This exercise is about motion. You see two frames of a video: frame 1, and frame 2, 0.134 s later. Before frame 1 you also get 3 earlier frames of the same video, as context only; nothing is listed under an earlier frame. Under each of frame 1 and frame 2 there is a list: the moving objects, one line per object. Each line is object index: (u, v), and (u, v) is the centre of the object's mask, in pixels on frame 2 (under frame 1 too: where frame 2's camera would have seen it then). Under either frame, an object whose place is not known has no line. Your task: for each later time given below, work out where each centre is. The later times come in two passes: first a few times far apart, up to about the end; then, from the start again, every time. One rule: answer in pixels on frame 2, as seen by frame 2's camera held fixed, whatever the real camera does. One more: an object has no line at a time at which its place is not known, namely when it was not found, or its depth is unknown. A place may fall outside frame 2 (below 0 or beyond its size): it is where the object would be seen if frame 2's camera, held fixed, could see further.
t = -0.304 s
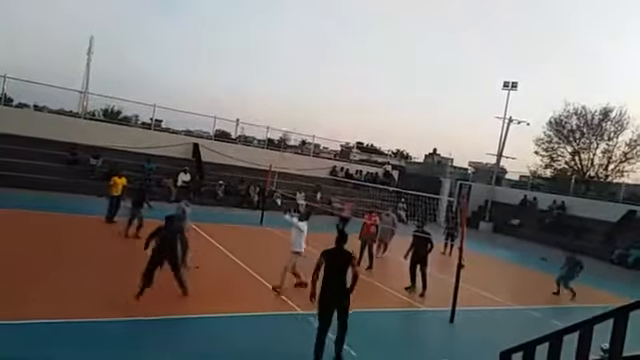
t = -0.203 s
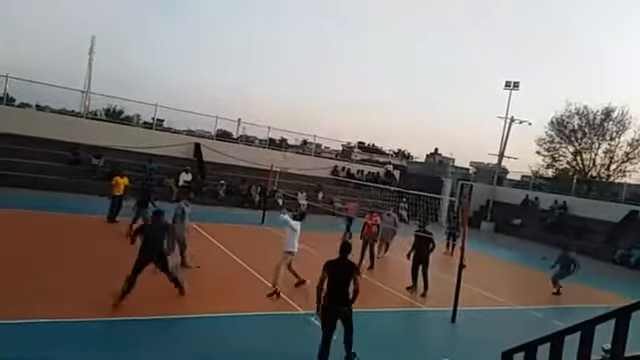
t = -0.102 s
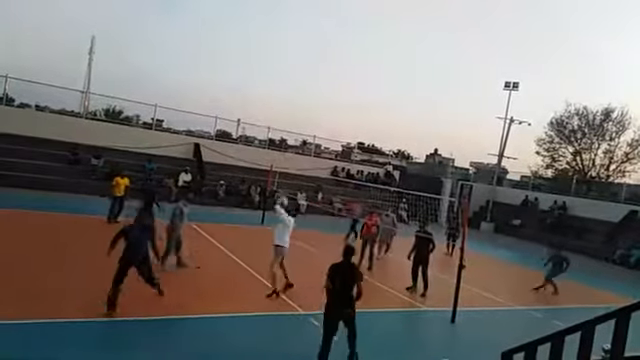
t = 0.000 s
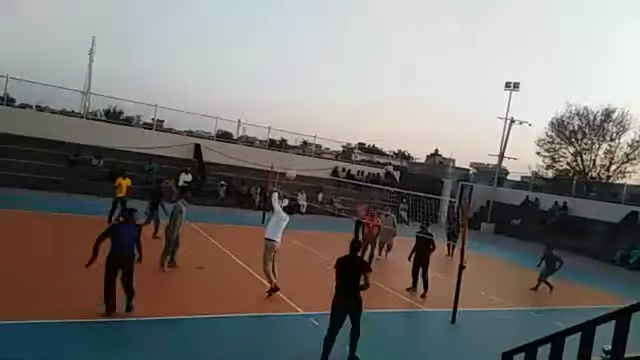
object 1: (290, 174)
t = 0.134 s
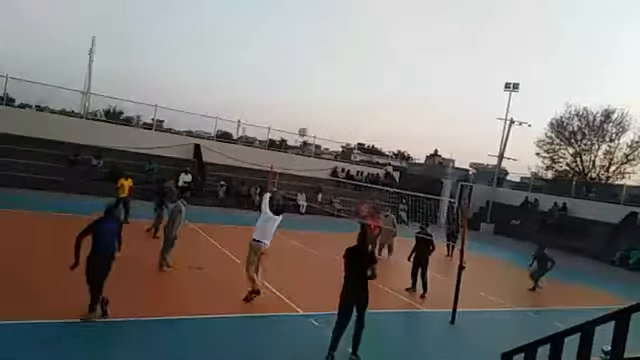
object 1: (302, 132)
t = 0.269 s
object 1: (314, 97)
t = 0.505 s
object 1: (330, 57)
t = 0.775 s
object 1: (342, 44)
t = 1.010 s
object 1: (349, 61)
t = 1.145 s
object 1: (351, 83)
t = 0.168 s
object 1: (305, 123)
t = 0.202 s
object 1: (308, 114)
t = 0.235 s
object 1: (311, 105)
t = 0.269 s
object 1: (314, 97)
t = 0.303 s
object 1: (316, 90)
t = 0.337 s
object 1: (318, 83)
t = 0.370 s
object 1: (321, 77)
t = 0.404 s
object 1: (323, 71)
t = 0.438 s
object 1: (326, 66)
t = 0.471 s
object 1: (328, 62)
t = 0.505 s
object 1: (330, 57)
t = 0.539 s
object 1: (331, 54)
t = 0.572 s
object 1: (333, 51)
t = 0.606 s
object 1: (335, 48)
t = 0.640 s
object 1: (337, 46)
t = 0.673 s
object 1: (338, 45)
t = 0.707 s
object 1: (340, 44)
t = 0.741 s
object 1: (341, 44)
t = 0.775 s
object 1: (342, 44)
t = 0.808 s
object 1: (344, 44)
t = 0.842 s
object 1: (345, 46)
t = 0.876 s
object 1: (346, 48)
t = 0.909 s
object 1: (347, 50)
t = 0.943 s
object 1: (348, 53)
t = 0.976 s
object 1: (348, 57)
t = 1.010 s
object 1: (349, 61)
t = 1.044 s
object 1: (350, 66)
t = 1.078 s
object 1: (350, 71)
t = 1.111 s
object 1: (350, 76)
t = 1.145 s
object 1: (351, 83)
